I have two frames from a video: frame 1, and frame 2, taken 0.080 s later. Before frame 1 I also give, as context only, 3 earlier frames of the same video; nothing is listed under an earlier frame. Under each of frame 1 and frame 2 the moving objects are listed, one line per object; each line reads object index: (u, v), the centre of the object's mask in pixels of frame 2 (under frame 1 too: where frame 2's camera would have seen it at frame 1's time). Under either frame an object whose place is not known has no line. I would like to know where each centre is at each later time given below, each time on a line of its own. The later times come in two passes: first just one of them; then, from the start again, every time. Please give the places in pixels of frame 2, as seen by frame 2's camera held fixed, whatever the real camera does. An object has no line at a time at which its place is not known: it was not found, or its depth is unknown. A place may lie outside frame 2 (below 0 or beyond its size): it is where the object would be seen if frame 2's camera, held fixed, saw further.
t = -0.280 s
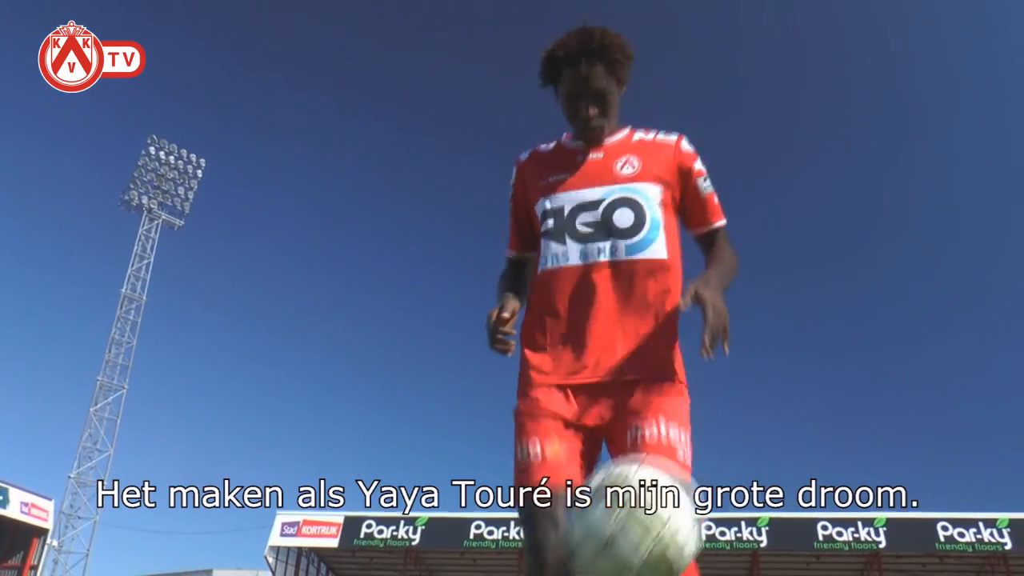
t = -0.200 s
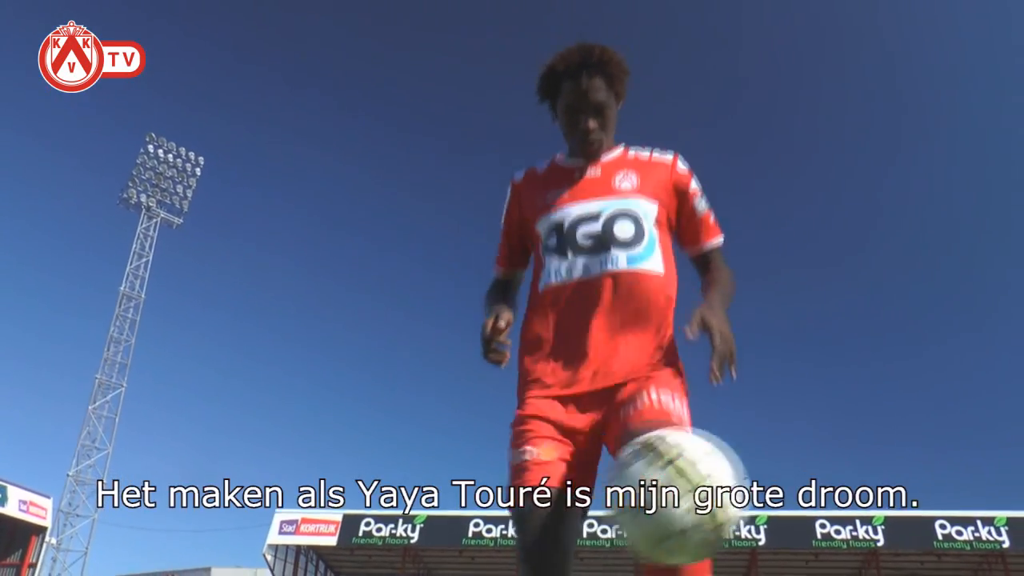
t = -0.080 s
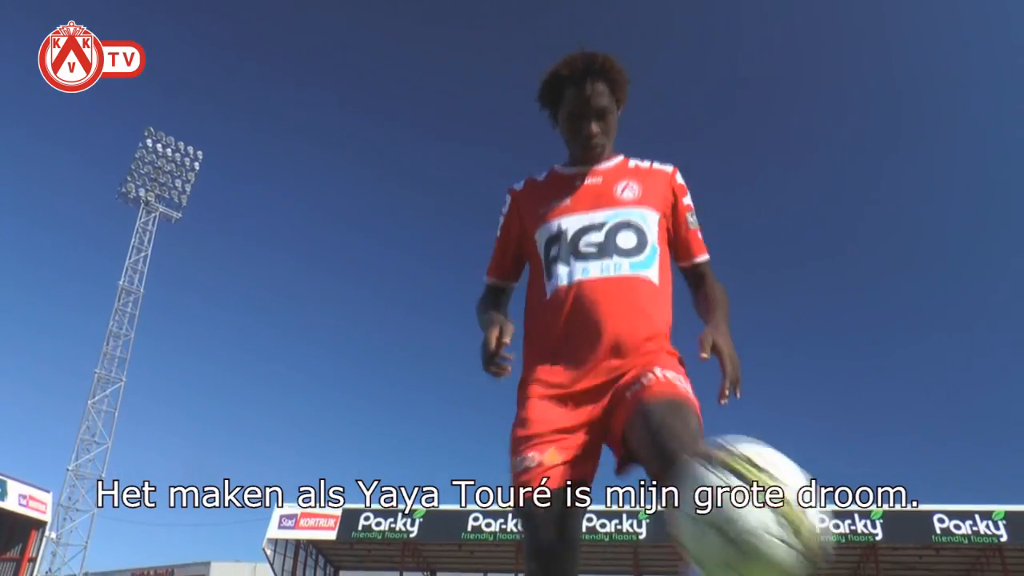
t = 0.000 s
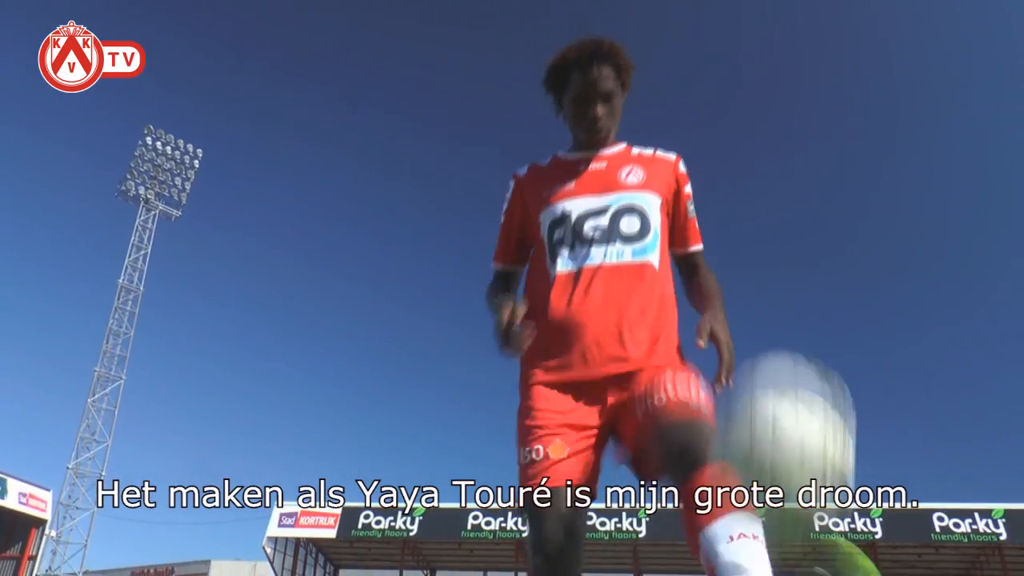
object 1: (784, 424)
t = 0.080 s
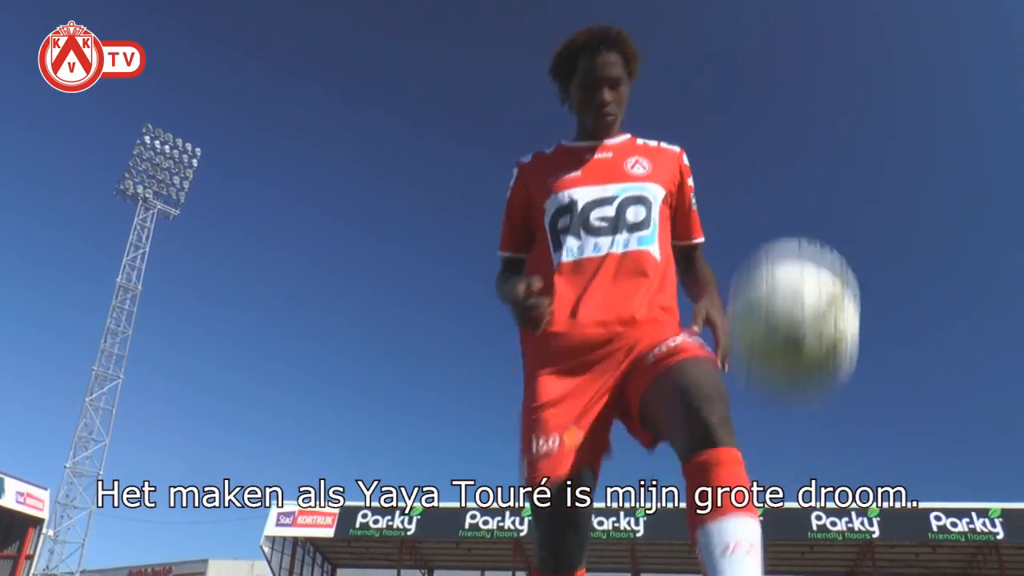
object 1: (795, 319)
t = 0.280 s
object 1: (835, 175)
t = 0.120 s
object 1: (801, 272)
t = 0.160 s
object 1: (808, 238)
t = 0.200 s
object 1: (817, 208)
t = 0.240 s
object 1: (825, 188)
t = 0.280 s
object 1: (835, 175)
